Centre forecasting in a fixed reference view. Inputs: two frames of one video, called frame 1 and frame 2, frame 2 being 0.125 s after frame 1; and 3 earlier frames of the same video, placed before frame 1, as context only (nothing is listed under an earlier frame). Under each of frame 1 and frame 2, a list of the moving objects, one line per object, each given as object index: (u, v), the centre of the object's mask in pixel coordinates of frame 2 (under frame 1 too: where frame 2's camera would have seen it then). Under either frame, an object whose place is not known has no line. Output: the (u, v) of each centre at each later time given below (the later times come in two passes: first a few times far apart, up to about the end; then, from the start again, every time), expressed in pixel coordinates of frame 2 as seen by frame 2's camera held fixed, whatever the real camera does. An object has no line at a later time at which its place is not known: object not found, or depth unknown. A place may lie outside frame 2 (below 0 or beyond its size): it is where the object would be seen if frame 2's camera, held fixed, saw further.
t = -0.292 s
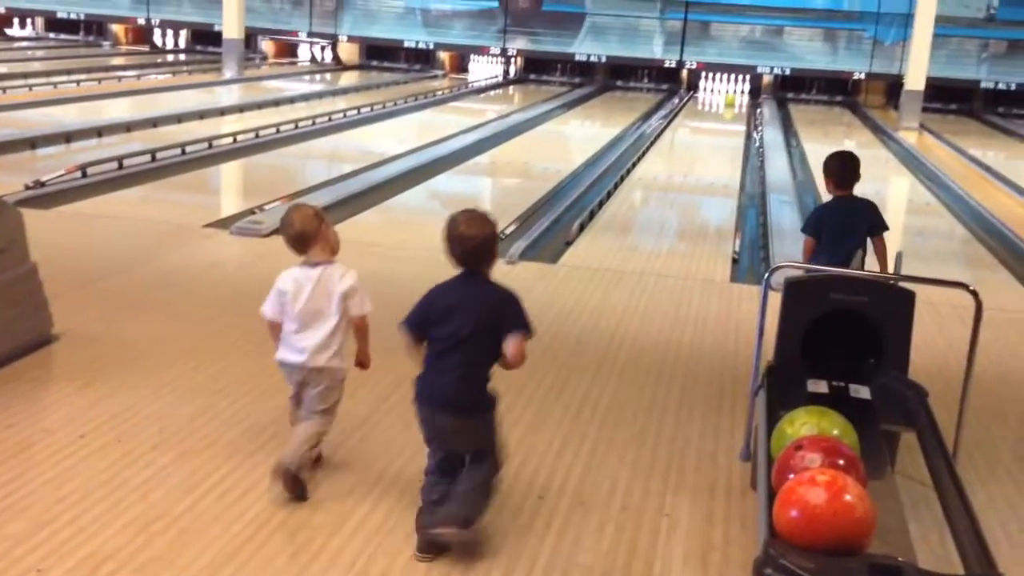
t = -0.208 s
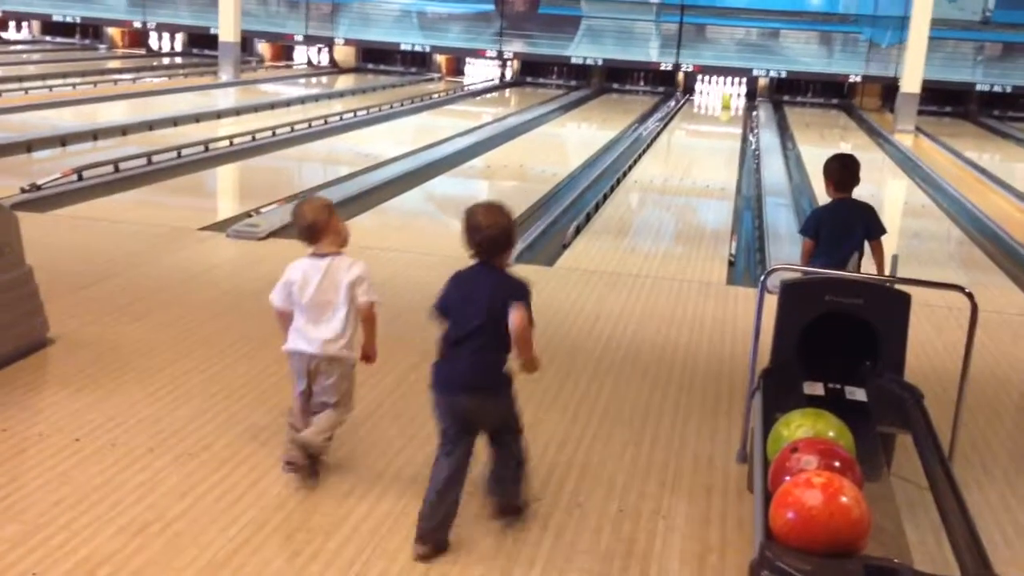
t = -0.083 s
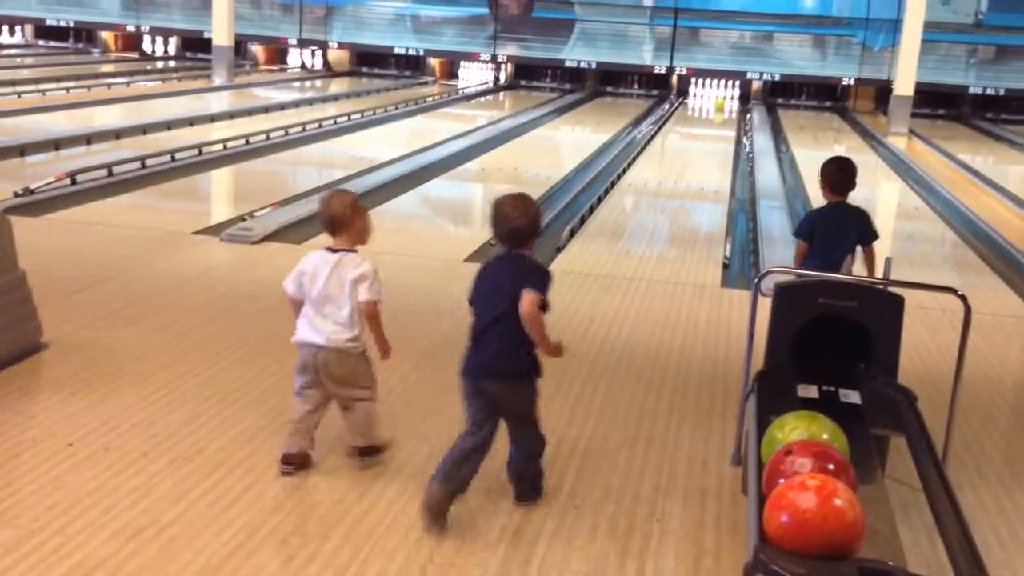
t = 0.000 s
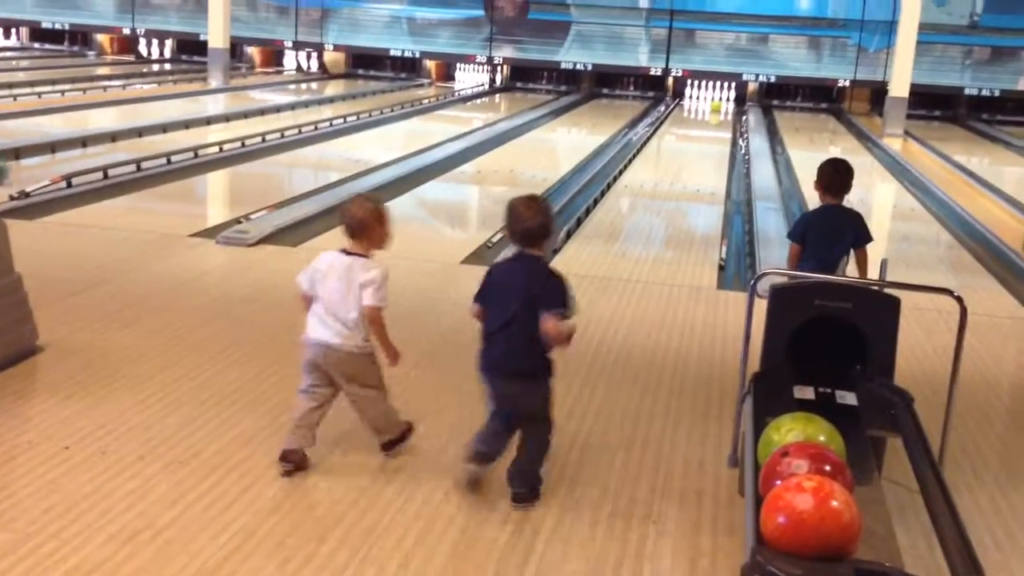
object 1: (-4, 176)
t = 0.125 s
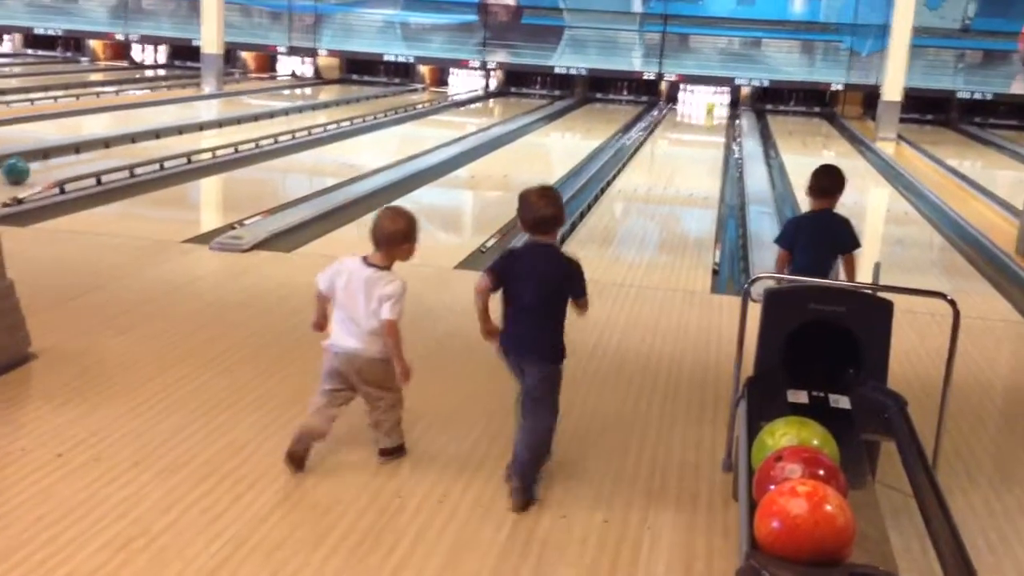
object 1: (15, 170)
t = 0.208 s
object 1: (33, 166)
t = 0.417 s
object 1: (76, 158)
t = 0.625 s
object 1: (113, 151)
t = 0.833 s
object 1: (147, 146)
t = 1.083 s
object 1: (182, 139)
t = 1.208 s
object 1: (197, 136)
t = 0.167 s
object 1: (24, 168)
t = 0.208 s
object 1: (33, 166)
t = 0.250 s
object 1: (42, 164)
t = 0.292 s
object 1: (51, 162)
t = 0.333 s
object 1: (60, 161)
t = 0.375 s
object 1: (68, 160)
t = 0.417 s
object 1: (76, 158)
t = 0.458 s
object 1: (84, 157)
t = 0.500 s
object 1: (92, 155)
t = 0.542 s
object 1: (99, 154)
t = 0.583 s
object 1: (106, 152)
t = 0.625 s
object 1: (113, 151)
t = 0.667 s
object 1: (120, 151)
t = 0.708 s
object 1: (127, 150)
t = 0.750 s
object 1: (134, 148)
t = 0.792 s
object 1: (140, 148)
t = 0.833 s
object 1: (147, 146)
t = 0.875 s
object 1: (153, 144)
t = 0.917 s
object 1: (159, 143)
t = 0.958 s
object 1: (165, 142)
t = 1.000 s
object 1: (170, 141)
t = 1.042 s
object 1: (176, 140)
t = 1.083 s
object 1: (182, 139)
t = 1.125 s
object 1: (187, 138)
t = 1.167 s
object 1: (193, 137)
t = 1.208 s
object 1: (197, 136)
